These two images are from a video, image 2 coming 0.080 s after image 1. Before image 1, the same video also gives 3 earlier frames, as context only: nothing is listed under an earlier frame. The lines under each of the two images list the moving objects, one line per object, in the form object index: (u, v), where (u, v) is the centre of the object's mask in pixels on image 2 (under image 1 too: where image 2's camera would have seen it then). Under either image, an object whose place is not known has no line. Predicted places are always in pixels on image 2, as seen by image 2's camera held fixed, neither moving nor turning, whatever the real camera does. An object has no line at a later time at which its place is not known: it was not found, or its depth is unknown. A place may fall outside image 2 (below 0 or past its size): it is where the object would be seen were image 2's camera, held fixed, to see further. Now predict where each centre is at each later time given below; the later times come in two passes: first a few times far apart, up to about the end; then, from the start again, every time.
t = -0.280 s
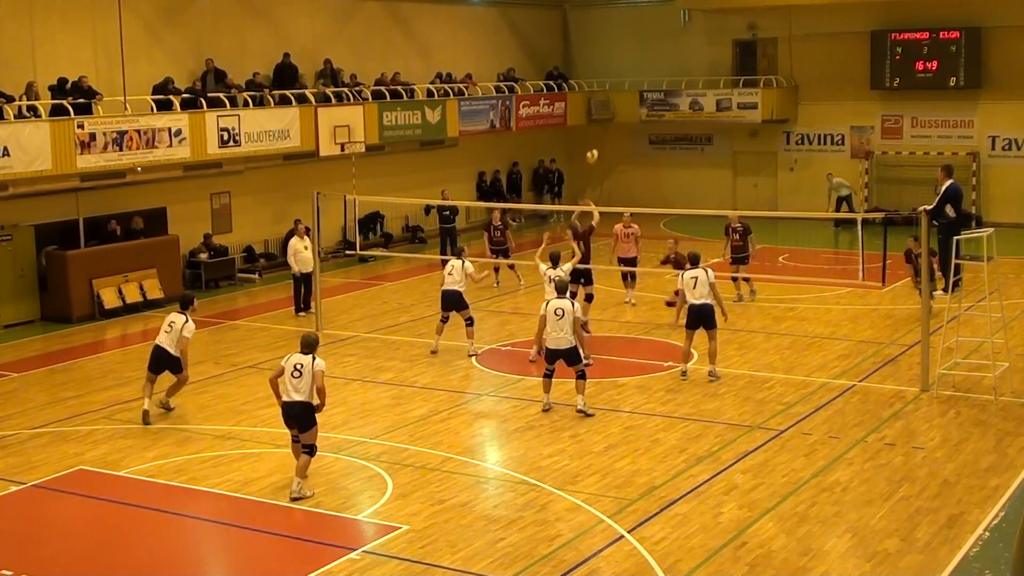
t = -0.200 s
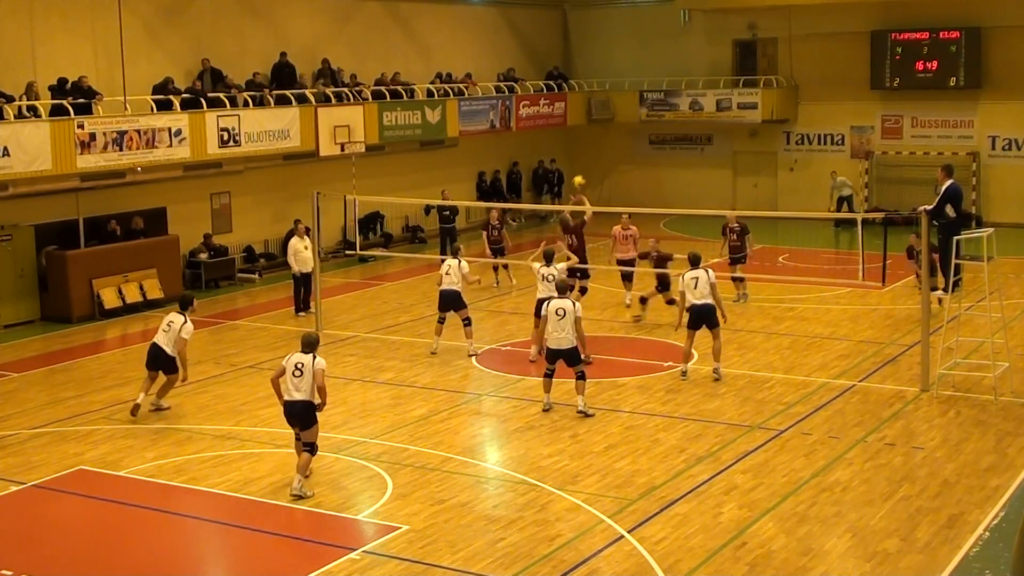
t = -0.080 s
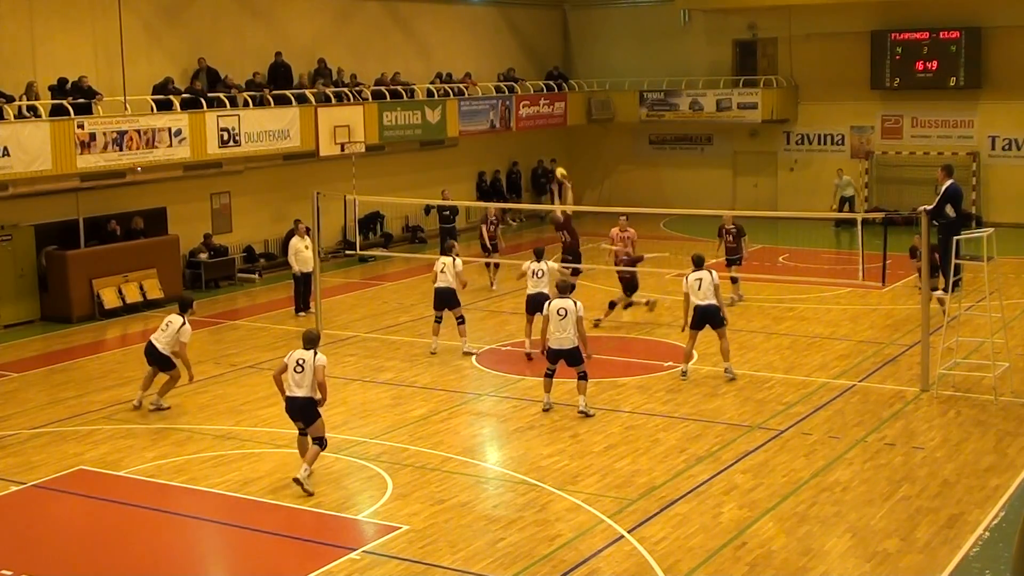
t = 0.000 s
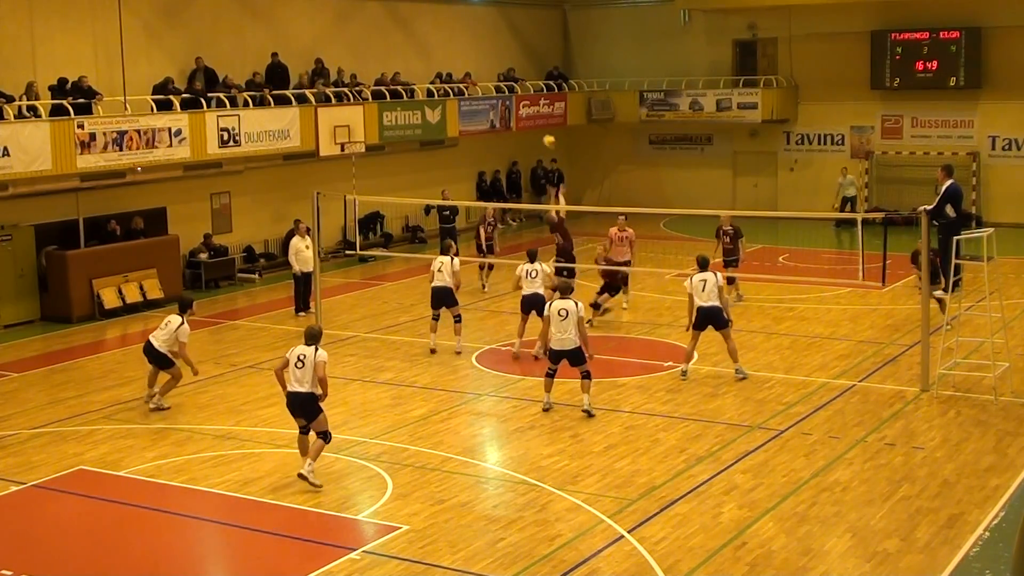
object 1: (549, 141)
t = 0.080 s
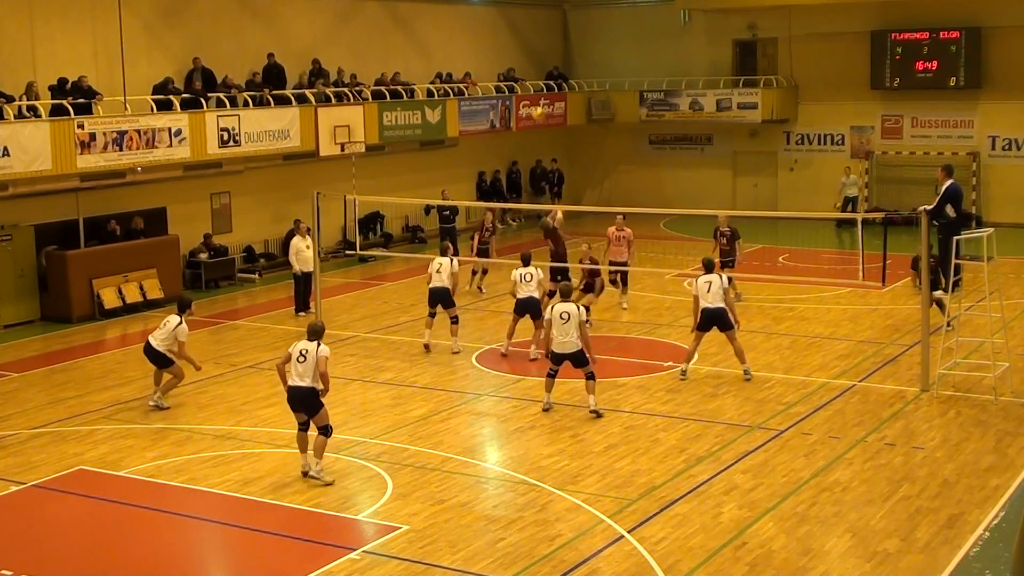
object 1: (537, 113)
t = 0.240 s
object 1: (517, 70)
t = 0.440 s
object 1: (491, 40)
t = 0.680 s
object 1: (462, 35)
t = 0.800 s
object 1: (449, 45)
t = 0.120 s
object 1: (531, 100)
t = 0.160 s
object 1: (526, 89)
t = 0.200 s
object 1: (522, 79)
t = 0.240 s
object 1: (517, 70)
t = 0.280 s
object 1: (511, 62)
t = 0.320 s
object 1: (506, 55)
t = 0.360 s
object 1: (501, 50)
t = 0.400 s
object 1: (496, 45)
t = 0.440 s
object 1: (491, 40)
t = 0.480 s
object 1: (486, 37)
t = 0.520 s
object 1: (481, 35)
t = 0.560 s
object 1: (476, 34)
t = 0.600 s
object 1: (472, 33)
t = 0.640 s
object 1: (467, 34)
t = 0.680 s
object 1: (462, 35)
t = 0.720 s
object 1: (458, 38)
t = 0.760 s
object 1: (453, 41)
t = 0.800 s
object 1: (449, 45)
